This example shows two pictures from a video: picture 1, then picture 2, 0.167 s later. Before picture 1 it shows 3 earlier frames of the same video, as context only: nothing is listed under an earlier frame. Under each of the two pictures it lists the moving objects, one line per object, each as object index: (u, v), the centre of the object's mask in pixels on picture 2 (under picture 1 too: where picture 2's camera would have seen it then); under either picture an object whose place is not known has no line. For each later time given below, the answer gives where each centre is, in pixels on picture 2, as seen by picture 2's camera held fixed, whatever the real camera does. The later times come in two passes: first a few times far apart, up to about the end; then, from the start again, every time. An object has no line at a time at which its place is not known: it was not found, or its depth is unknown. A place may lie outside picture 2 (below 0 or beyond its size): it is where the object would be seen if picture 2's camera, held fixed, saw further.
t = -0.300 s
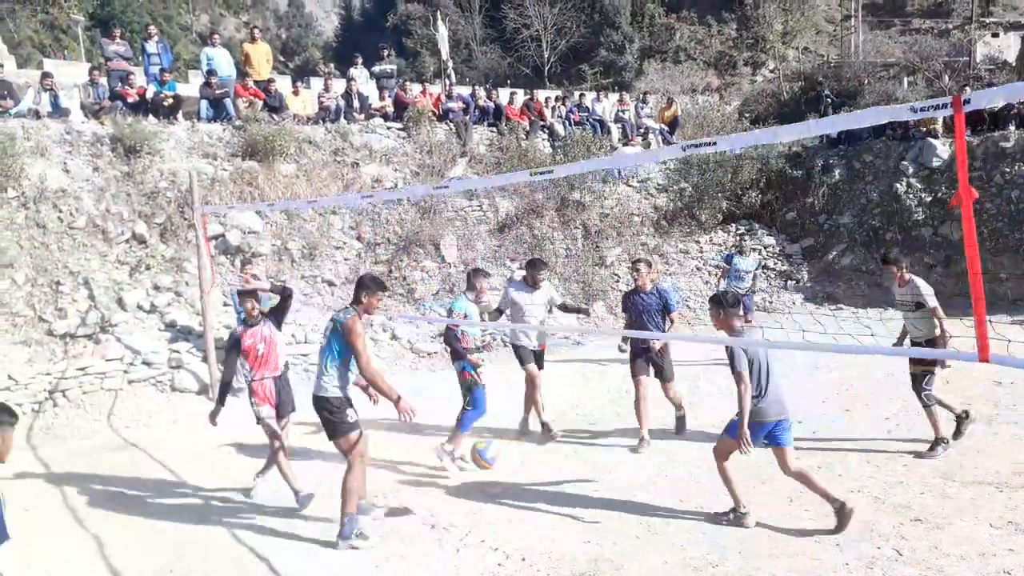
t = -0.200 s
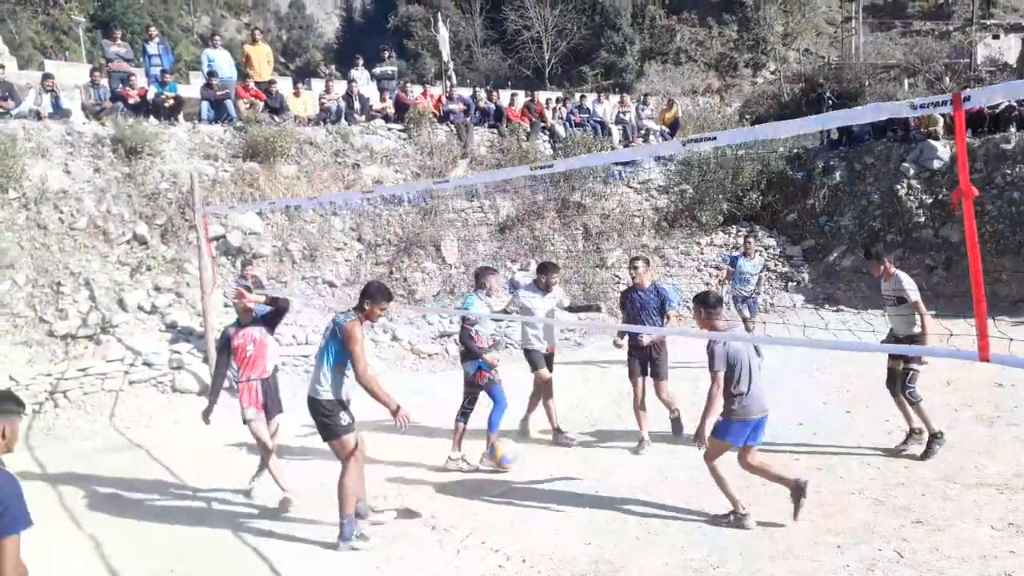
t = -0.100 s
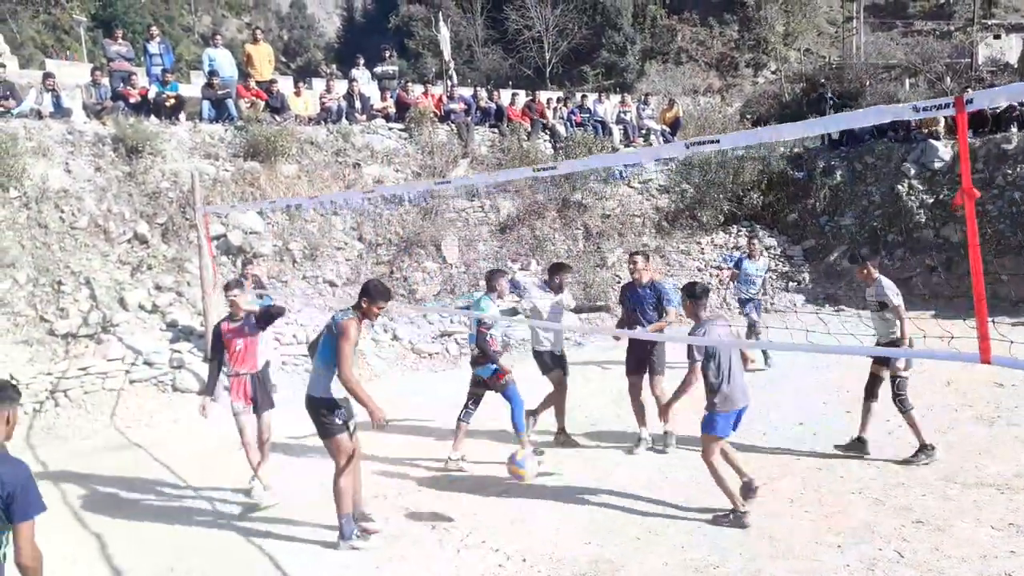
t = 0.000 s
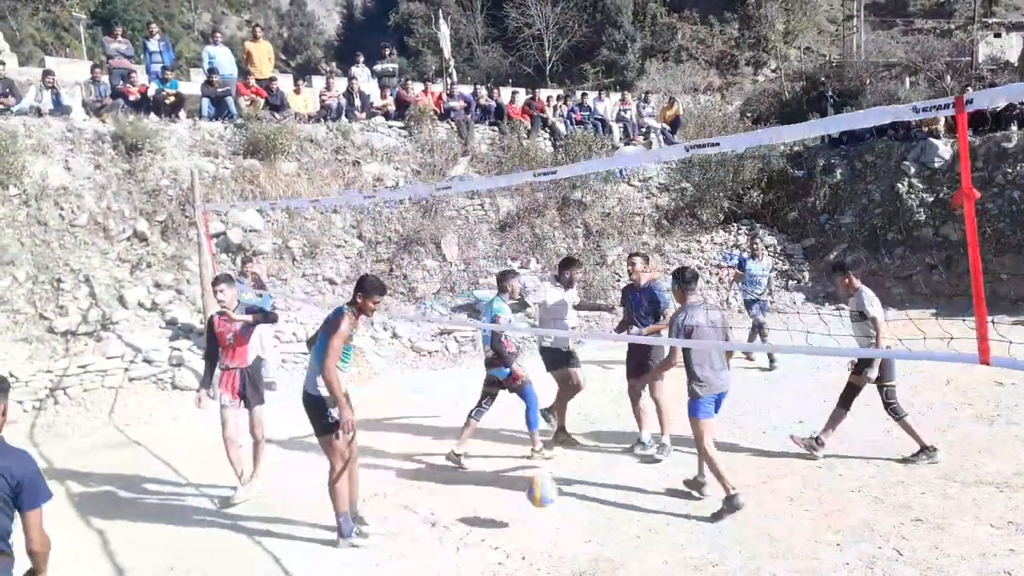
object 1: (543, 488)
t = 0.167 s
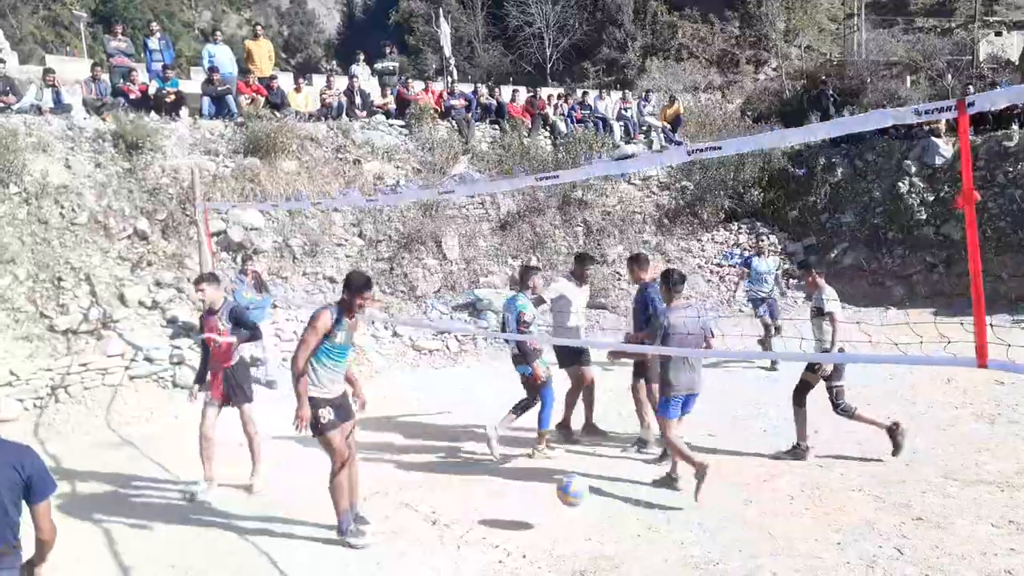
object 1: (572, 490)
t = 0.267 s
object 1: (589, 478)
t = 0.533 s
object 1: (642, 515)
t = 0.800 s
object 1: (705, 515)
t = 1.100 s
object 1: (785, 536)
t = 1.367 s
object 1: (863, 564)
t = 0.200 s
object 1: (577, 486)
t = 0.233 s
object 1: (584, 481)
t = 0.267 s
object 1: (589, 478)
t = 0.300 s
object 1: (595, 476)
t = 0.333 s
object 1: (601, 477)
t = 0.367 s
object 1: (606, 478)
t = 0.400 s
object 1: (615, 481)
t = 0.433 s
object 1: (622, 486)
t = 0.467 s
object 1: (628, 494)
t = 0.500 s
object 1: (633, 505)
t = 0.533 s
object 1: (642, 515)
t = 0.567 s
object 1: (650, 527)
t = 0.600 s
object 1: (658, 531)
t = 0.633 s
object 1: (665, 524)
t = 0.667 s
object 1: (672, 518)
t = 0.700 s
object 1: (682, 514)
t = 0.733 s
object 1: (688, 514)
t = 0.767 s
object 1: (697, 513)
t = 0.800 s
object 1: (705, 515)
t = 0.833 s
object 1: (716, 516)
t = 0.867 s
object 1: (723, 520)
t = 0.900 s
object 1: (732, 528)
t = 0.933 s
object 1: (744, 536)
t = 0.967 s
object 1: (752, 547)
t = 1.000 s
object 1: (760, 550)
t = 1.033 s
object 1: (770, 542)
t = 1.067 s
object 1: (776, 538)
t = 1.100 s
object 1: (785, 536)
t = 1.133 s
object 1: (795, 535)
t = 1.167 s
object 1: (805, 537)
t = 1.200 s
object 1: (814, 541)
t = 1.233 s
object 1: (820, 548)
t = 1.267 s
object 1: (830, 554)
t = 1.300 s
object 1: (841, 560)
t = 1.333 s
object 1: (852, 564)
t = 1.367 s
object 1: (863, 564)
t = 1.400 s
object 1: (872, 563)
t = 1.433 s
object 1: (885, 562)
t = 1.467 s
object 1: (894, 563)
